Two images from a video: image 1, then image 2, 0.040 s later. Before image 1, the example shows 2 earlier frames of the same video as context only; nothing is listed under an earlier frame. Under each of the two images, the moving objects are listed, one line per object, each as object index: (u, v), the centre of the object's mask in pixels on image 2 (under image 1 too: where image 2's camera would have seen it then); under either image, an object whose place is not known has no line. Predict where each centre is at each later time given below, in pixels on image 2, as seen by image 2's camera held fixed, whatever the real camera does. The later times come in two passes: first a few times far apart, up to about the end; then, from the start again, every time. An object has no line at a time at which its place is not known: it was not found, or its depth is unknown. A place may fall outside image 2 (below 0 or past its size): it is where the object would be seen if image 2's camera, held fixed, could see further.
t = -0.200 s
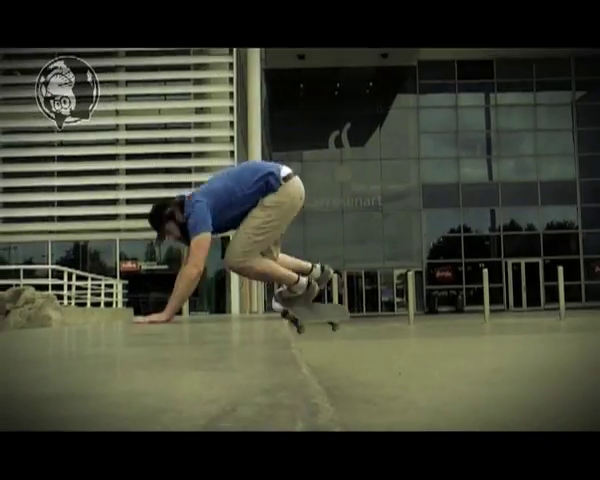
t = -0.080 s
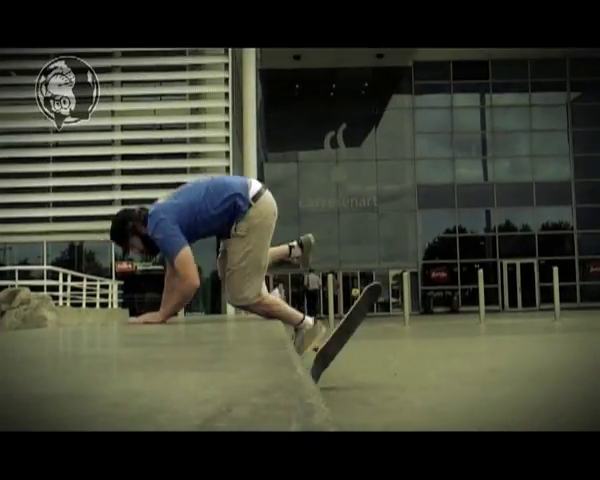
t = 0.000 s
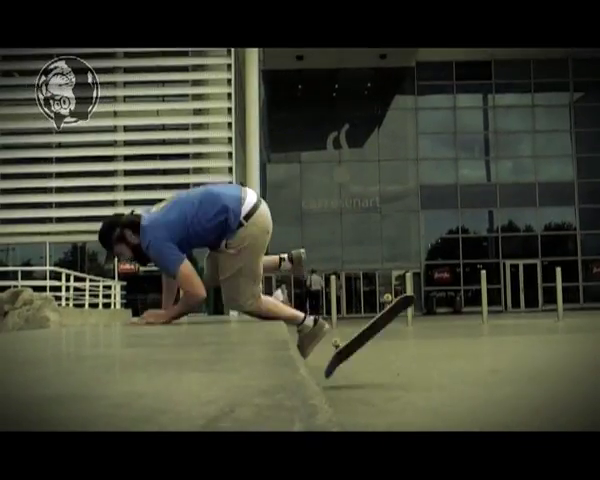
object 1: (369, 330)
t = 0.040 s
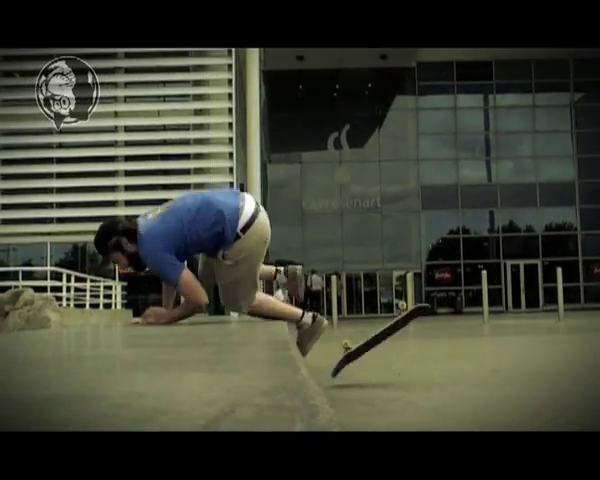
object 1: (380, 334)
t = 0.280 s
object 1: (426, 360)
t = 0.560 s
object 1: (452, 352)
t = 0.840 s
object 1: (467, 363)
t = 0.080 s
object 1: (389, 342)
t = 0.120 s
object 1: (398, 351)
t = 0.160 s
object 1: (407, 362)
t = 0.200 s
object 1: (412, 374)
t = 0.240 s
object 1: (423, 367)
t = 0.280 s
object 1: (426, 360)
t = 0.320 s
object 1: (431, 354)
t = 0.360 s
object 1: (434, 350)
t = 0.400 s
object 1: (438, 348)
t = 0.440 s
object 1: (442, 347)
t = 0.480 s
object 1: (446, 348)
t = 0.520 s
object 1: (449, 350)
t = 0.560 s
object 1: (452, 352)
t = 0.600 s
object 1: (454, 357)
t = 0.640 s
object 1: (457, 359)
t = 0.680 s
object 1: (462, 363)
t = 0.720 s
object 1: (464, 362)
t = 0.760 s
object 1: (464, 362)
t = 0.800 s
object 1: (467, 363)
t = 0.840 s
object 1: (467, 363)
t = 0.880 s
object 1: (468, 363)
